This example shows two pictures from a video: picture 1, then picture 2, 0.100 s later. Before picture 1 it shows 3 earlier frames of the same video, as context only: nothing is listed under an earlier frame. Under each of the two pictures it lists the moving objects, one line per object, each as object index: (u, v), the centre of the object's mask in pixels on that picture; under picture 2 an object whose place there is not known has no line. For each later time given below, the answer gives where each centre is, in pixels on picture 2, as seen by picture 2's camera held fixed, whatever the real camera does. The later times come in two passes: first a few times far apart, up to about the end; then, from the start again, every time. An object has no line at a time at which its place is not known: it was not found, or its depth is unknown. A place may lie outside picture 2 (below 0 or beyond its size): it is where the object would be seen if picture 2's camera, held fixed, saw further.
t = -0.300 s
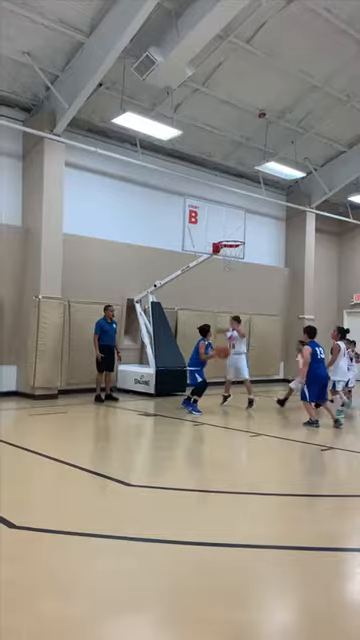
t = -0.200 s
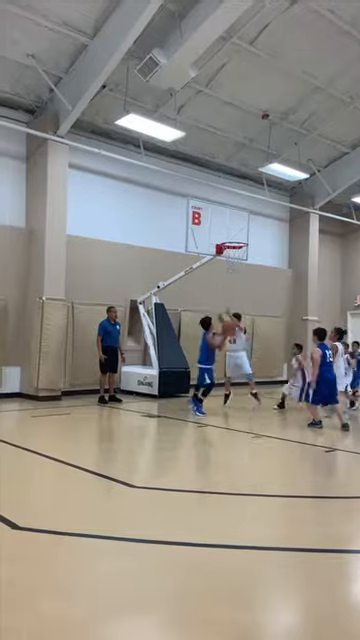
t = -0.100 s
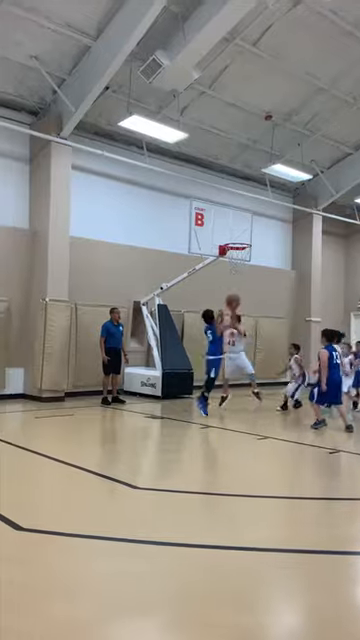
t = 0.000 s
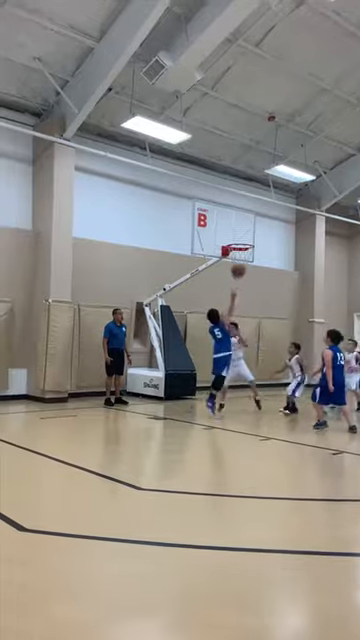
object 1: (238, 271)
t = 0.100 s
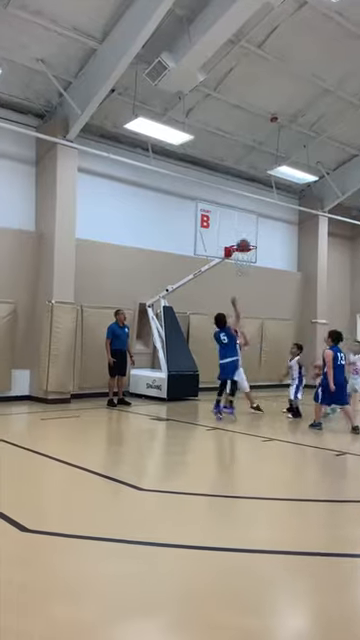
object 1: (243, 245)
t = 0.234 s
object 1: (245, 223)
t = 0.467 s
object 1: (250, 211)
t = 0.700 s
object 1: (253, 230)
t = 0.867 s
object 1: (255, 259)
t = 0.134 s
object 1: (243, 239)
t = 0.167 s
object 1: (244, 233)
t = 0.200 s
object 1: (245, 228)
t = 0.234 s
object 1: (245, 223)
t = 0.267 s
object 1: (246, 219)
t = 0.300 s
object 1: (247, 216)
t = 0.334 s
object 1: (248, 214)
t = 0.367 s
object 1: (248, 212)
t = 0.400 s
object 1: (249, 211)
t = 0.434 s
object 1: (249, 211)
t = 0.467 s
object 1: (250, 211)
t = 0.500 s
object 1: (251, 212)
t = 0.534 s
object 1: (251, 213)
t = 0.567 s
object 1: (252, 215)
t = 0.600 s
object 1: (252, 218)
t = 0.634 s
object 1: (252, 222)
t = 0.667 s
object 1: (253, 225)
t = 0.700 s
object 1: (253, 230)
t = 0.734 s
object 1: (254, 234)
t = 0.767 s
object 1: (254, 240)
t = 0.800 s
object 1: (255, 246)
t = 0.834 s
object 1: (255, 253)
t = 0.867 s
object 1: (255, 259)
